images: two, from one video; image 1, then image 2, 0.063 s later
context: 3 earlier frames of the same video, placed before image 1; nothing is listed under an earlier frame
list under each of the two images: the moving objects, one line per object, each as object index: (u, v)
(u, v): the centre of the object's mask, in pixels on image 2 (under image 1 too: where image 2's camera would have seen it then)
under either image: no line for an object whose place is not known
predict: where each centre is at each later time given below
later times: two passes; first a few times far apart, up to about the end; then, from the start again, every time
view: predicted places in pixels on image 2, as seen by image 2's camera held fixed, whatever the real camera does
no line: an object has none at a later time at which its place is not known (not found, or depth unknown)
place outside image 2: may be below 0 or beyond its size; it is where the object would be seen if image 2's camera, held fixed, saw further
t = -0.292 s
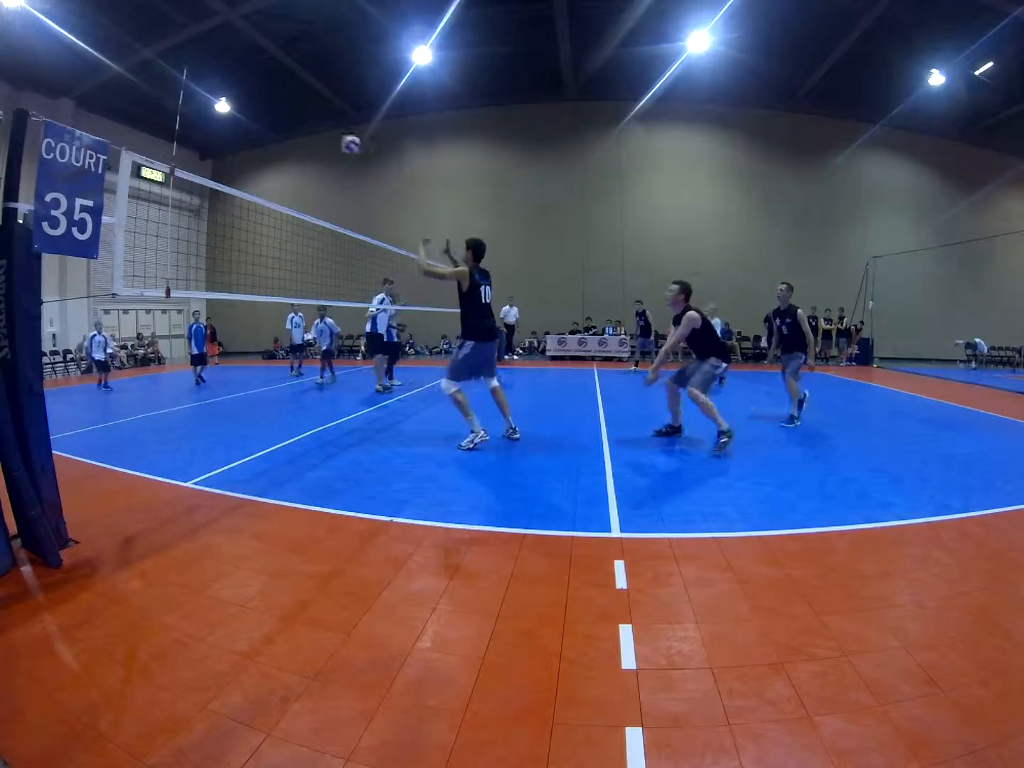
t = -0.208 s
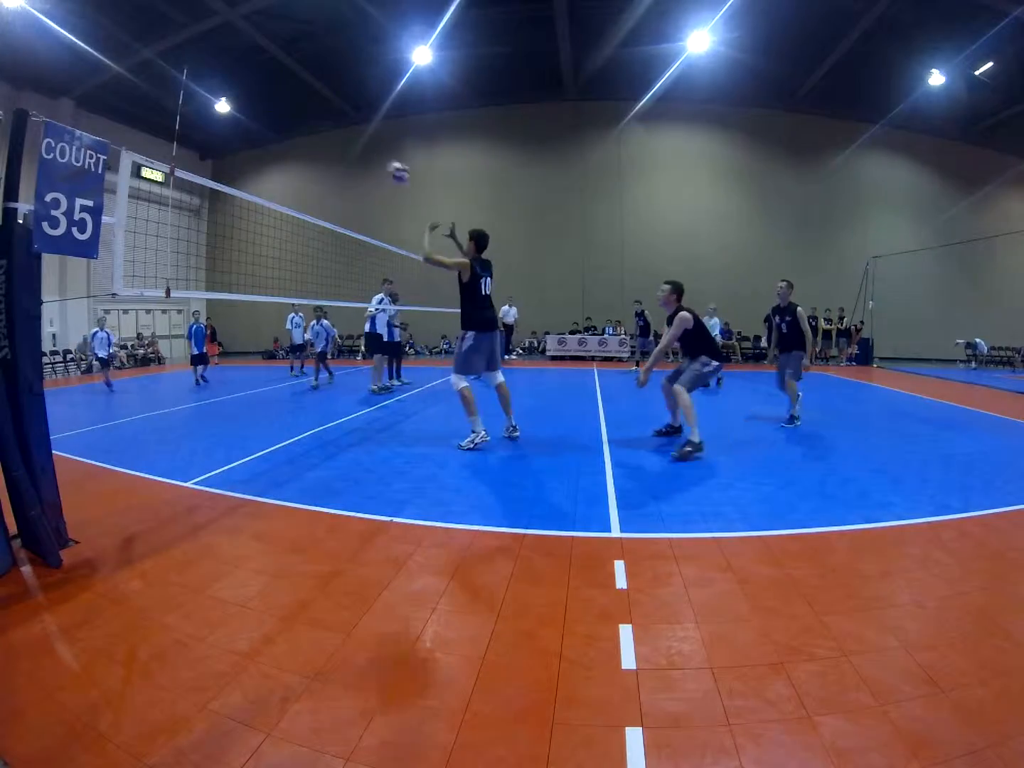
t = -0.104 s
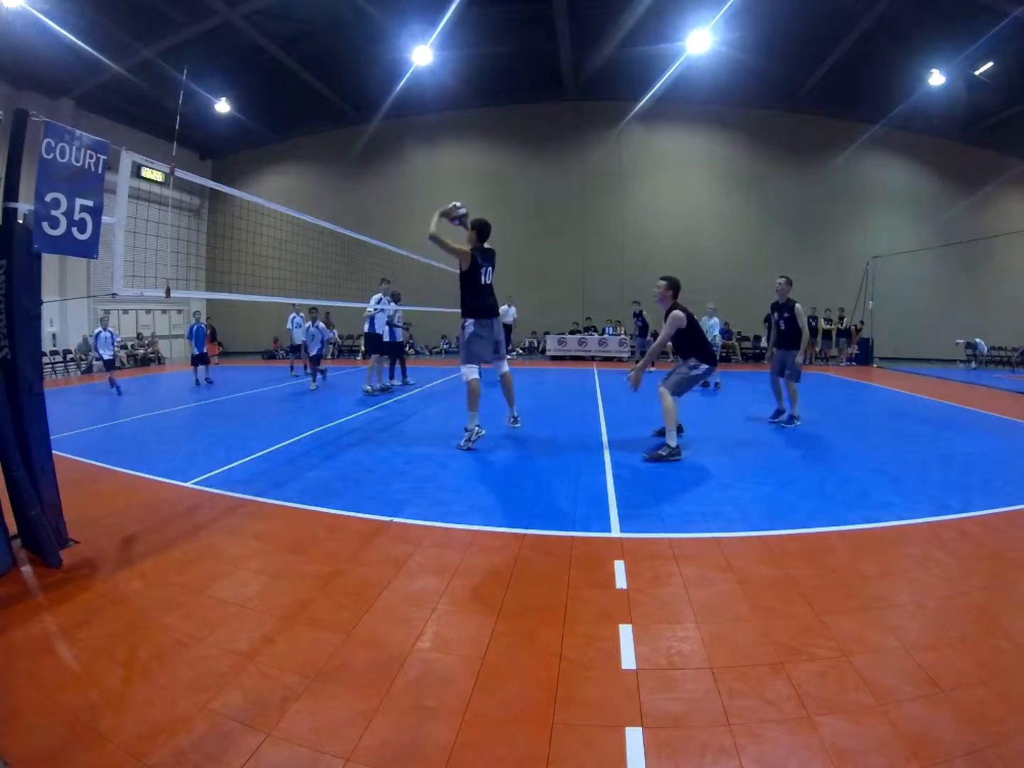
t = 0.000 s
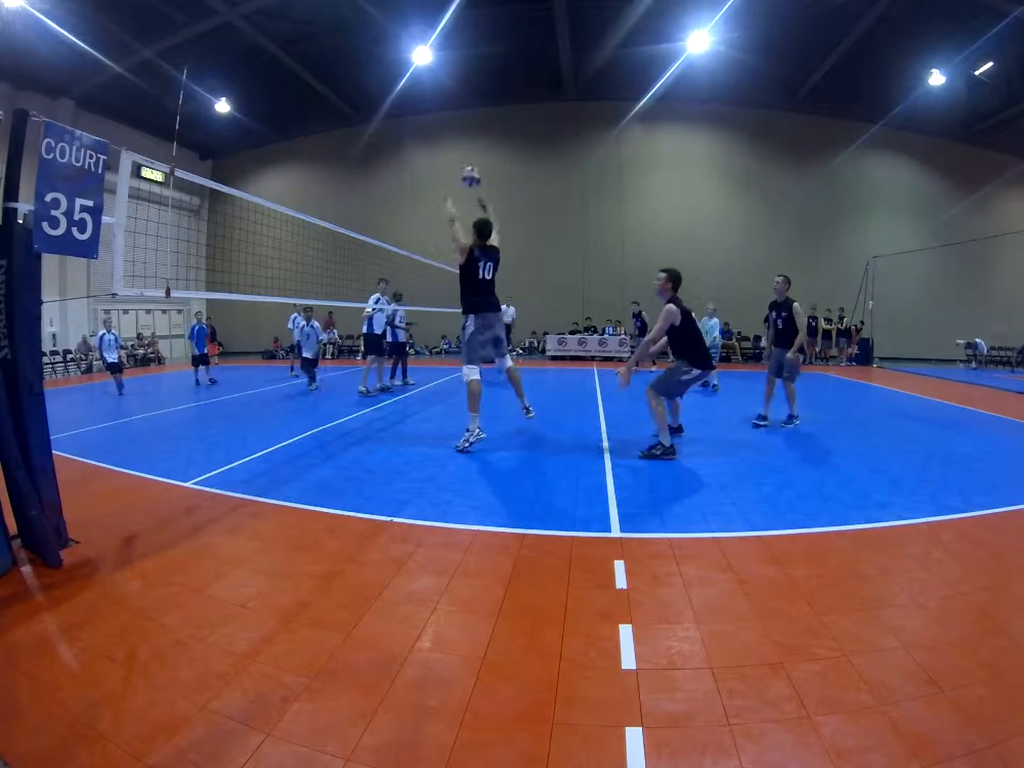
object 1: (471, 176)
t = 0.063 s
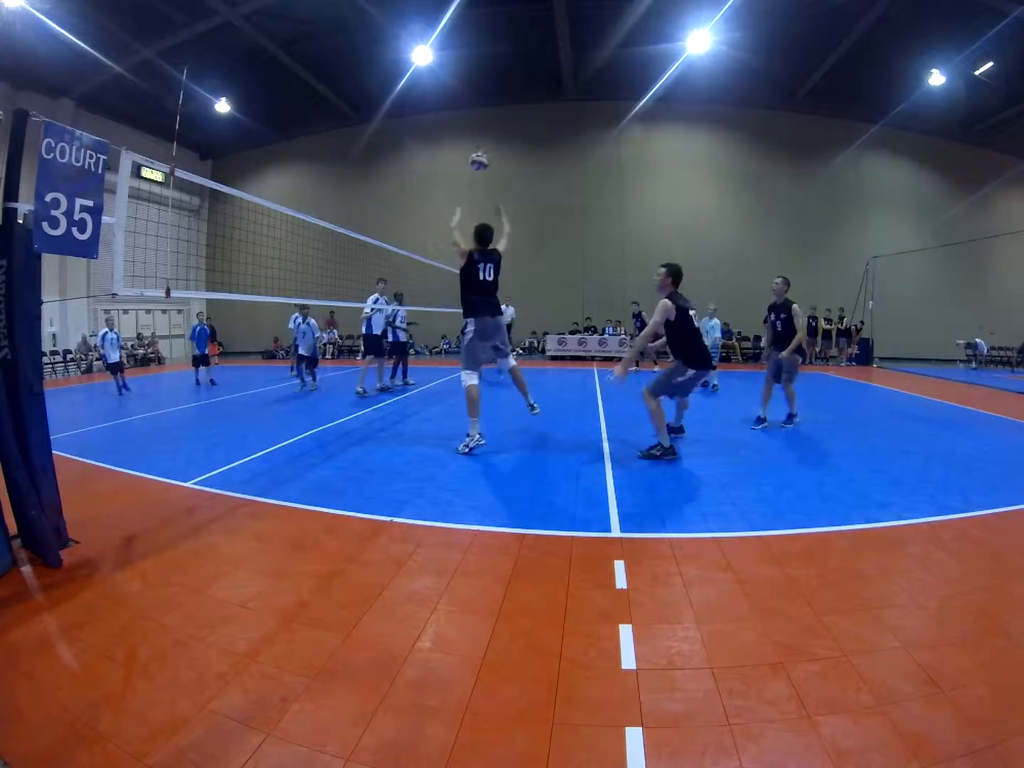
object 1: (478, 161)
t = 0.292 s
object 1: (499, 143)
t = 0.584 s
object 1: (516, 170)
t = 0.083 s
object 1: (481, 157)
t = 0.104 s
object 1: (483, 154)
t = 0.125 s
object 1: (485, 151)
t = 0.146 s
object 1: (487, 149)
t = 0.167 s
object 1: (490, 147)
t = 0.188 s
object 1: (491, 145)
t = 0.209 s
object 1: (493, 144)
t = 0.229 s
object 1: (495, 143)
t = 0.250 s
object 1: (496, 143)
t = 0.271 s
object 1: (498, 143)
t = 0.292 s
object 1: (499, 143)
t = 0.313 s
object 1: (501, 143)
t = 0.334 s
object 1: (503, 144)
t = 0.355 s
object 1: (503, 144)
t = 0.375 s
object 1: (504, 146)
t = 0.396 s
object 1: (506, 147)
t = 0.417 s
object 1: (507, 149)
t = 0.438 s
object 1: (509, 150)
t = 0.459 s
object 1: (510, 152)
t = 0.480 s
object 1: (511, 155)
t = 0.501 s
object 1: (511, 156)
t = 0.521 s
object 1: (512, 158)
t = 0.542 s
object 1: (514, 163)
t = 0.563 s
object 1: (514, 166)
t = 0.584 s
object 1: (516, 170)
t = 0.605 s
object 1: (517, 173)
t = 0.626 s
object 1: (518, 177)
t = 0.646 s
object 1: (520, 181)
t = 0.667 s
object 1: (520, 184)
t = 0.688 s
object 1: (521, 188)
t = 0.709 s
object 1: (522, 193)
